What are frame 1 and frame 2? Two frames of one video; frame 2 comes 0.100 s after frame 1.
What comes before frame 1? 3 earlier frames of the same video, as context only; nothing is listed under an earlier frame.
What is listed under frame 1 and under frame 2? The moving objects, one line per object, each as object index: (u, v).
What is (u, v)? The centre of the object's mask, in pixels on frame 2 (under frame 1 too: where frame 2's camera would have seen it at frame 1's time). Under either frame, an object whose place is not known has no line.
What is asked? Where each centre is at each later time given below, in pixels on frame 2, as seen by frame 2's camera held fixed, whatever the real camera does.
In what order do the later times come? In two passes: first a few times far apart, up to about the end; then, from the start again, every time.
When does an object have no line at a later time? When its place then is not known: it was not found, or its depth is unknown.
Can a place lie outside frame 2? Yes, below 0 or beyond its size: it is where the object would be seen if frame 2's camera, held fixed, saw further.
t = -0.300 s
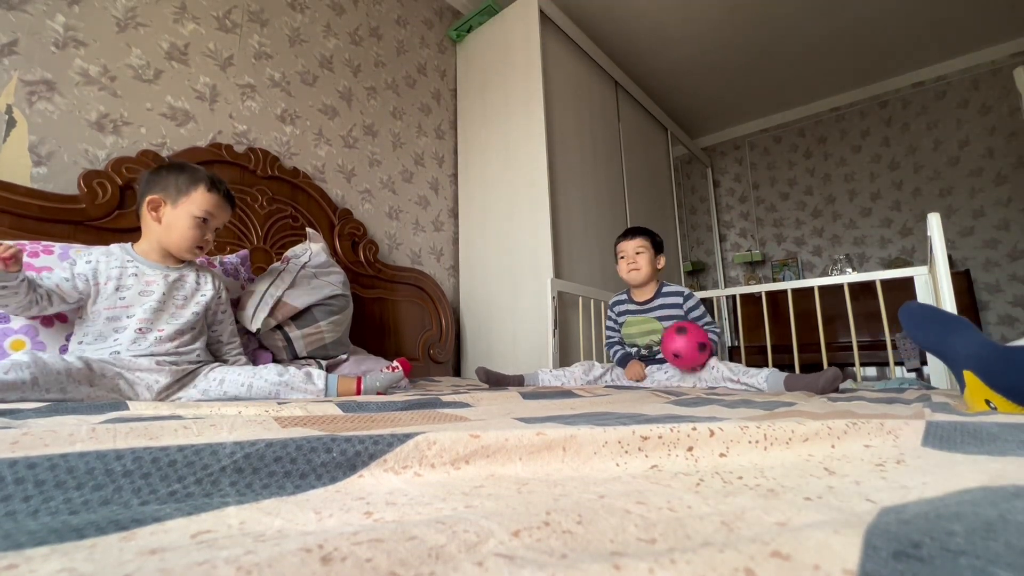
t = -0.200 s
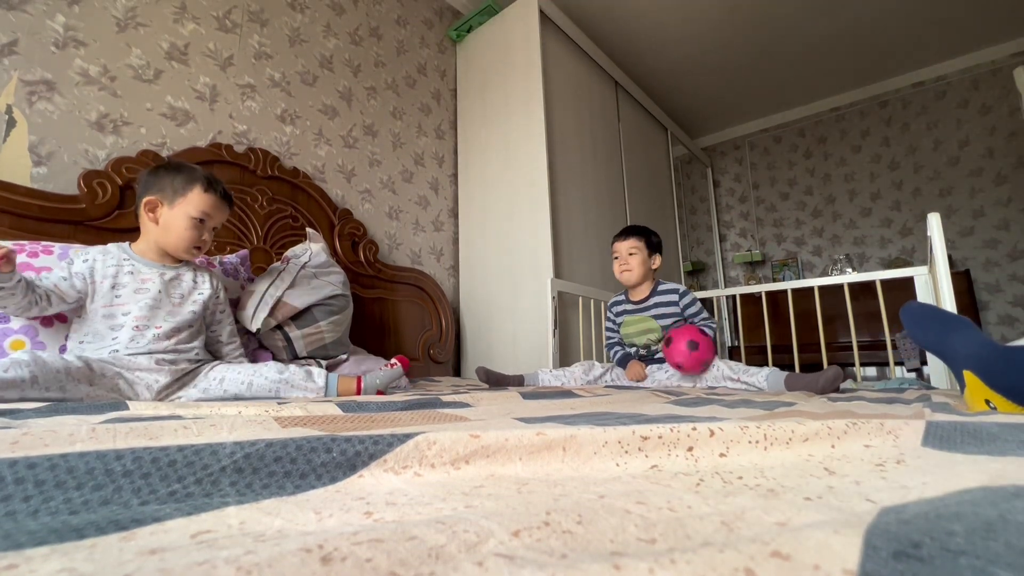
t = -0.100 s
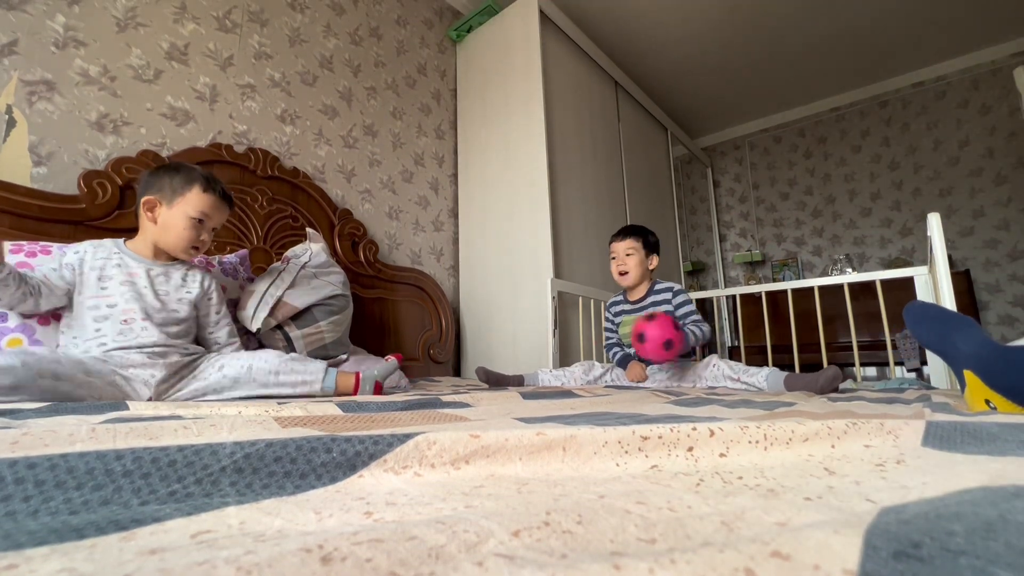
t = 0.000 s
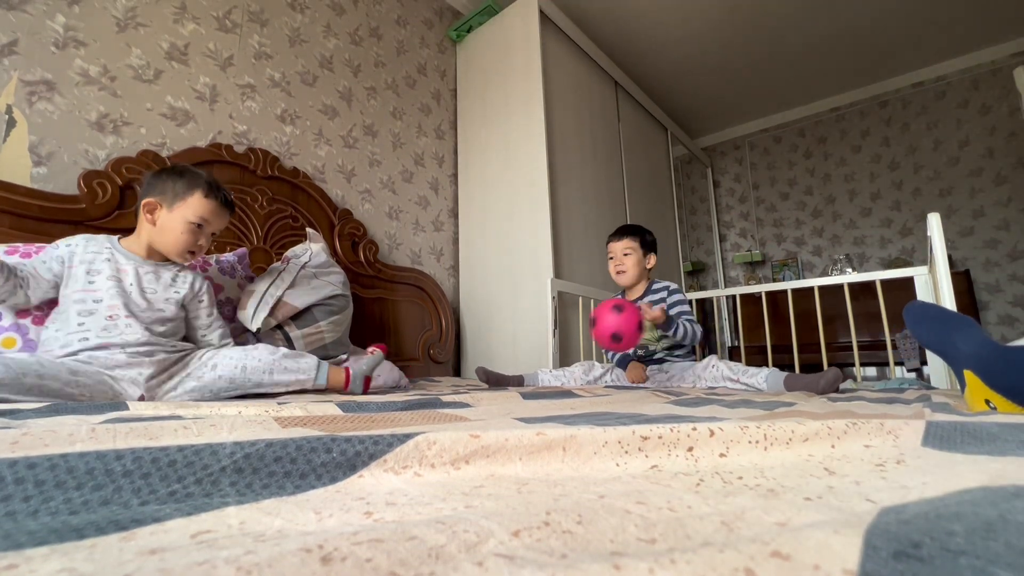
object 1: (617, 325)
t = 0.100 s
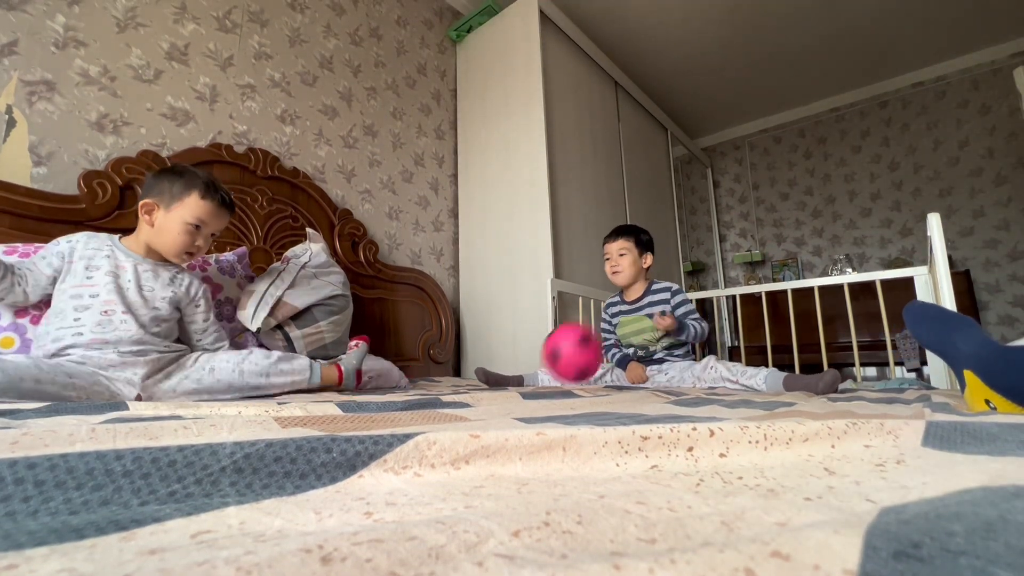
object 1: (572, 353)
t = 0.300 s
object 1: (489, 353)
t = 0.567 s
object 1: (333, 363)
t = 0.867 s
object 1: (59, 358)
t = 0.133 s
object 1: (556, 368)
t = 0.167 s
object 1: (544, 362)
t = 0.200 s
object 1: (531, 353)
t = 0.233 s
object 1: (518, 348)
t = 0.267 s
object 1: (504, 349)
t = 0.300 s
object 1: (489, 353)
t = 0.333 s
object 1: (474, 361)
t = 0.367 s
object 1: (456, 365)
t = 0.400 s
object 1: (438, 361)
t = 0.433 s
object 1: (420, 361)
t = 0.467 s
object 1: (399, 365)
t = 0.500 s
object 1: (378, 363)
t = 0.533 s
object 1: (358, 362)
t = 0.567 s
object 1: (333, 363)
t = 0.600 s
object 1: (308, 363)
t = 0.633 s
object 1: (282, 363)
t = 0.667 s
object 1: (253, 361)
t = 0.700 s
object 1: (223, 360)
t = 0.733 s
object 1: (191, 360)
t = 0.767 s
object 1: (155, 361)
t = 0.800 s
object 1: (119, 359)
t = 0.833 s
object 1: (81, 357)
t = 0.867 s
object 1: (59, 358)
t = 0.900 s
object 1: (41, 356)
